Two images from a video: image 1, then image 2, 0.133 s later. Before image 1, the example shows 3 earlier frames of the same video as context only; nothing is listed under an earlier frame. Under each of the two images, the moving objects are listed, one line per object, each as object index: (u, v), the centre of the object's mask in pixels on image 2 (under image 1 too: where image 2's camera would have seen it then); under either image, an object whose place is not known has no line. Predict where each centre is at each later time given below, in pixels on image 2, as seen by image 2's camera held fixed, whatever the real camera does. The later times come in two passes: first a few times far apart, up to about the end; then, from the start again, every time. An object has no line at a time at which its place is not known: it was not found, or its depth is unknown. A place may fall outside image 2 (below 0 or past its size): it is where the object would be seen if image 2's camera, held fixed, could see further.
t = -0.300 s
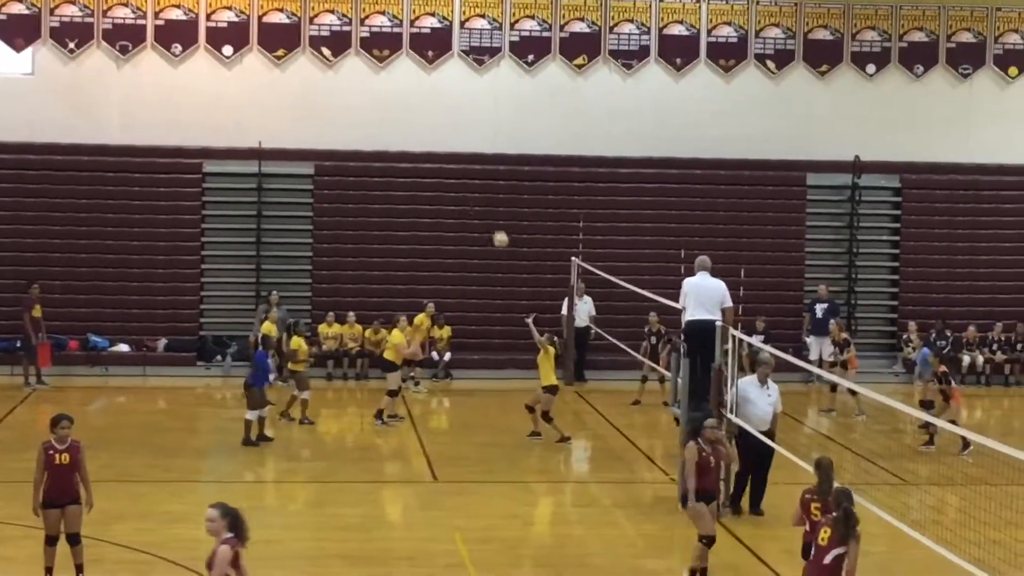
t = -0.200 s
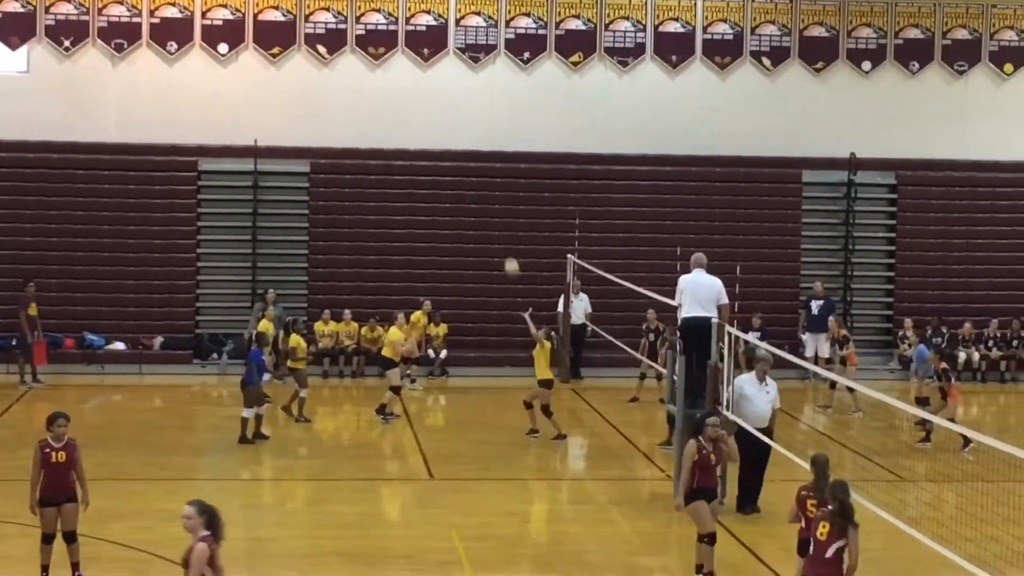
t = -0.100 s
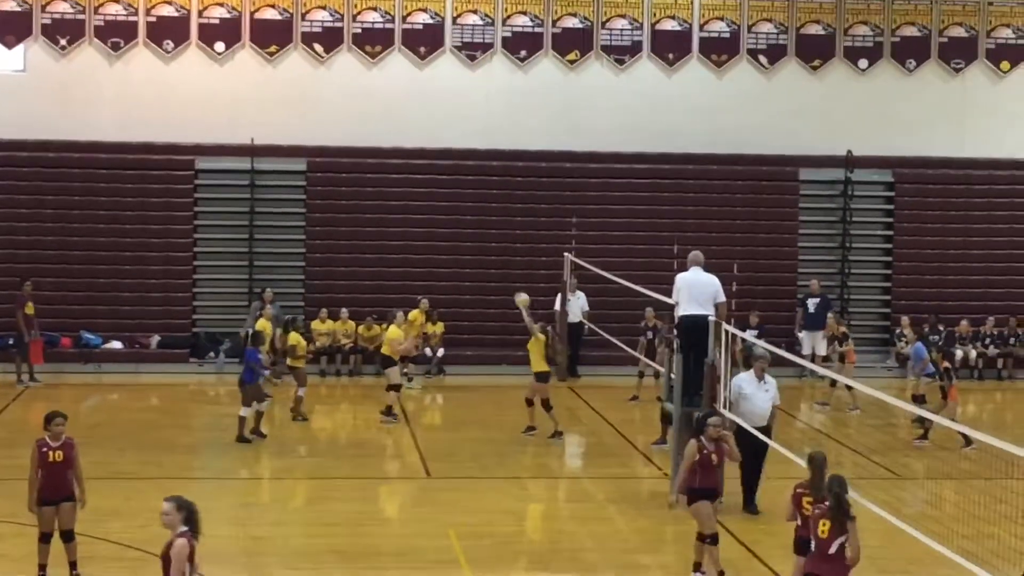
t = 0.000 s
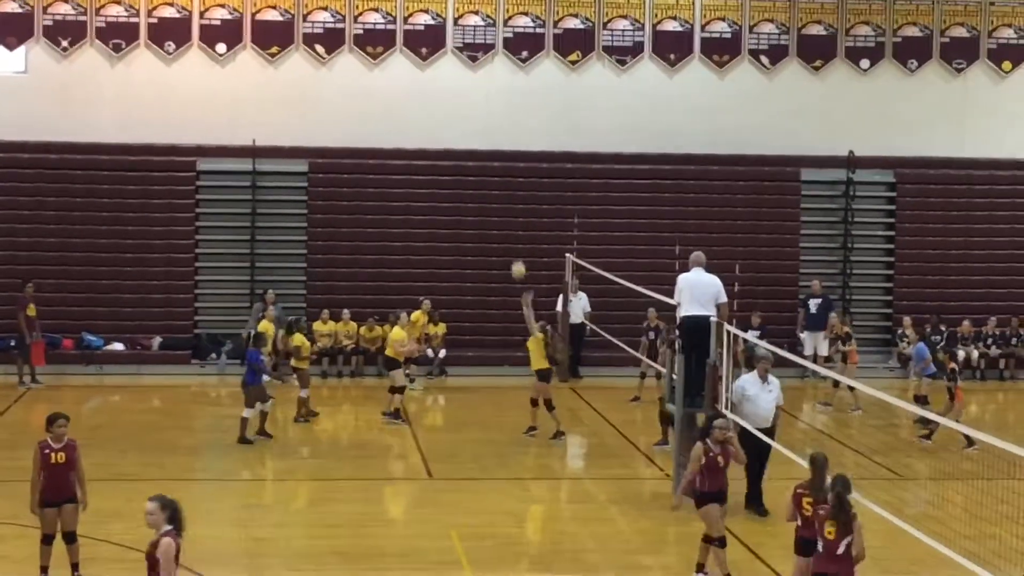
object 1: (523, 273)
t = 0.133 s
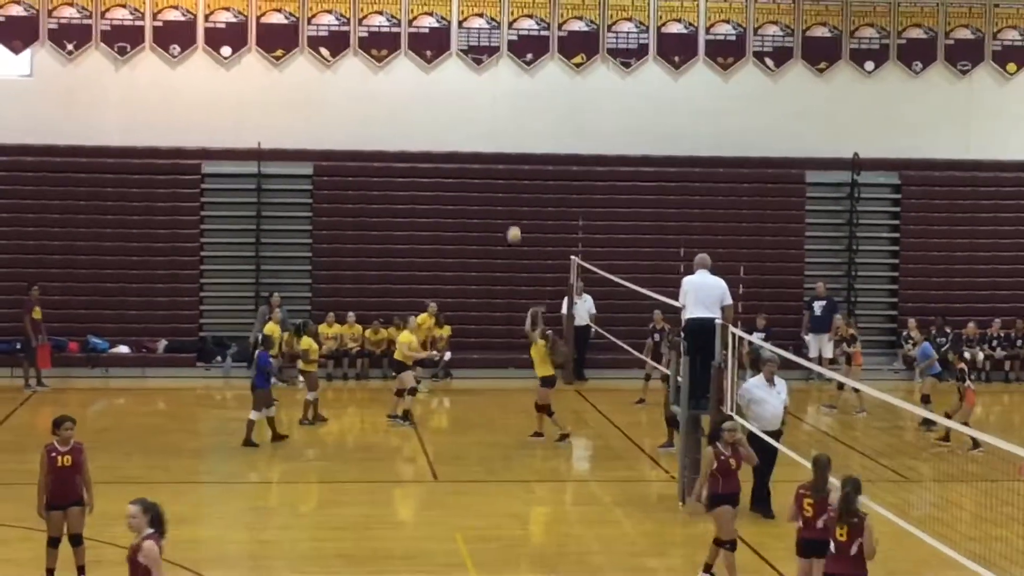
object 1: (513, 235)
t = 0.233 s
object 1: (507, 214)
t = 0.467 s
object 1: (491, 194)
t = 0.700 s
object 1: (475, 209)
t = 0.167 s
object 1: (512, 228)
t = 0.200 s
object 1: (509, 221)
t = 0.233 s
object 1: (507, 214)
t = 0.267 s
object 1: (505, 209)
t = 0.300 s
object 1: (502, 205)
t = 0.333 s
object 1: (500, 201)
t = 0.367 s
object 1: (497, 198)
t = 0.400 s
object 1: (495, 196)
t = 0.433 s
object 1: (493, 195)
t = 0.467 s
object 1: (491, 194)
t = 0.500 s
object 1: (488, 194)
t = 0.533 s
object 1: (487, 195)
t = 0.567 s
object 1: (484, 196)
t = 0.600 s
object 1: (481, 198)
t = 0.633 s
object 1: (479, 201)
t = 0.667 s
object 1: (477, 205)
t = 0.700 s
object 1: (475, 209)
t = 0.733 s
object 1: (473, 214)
